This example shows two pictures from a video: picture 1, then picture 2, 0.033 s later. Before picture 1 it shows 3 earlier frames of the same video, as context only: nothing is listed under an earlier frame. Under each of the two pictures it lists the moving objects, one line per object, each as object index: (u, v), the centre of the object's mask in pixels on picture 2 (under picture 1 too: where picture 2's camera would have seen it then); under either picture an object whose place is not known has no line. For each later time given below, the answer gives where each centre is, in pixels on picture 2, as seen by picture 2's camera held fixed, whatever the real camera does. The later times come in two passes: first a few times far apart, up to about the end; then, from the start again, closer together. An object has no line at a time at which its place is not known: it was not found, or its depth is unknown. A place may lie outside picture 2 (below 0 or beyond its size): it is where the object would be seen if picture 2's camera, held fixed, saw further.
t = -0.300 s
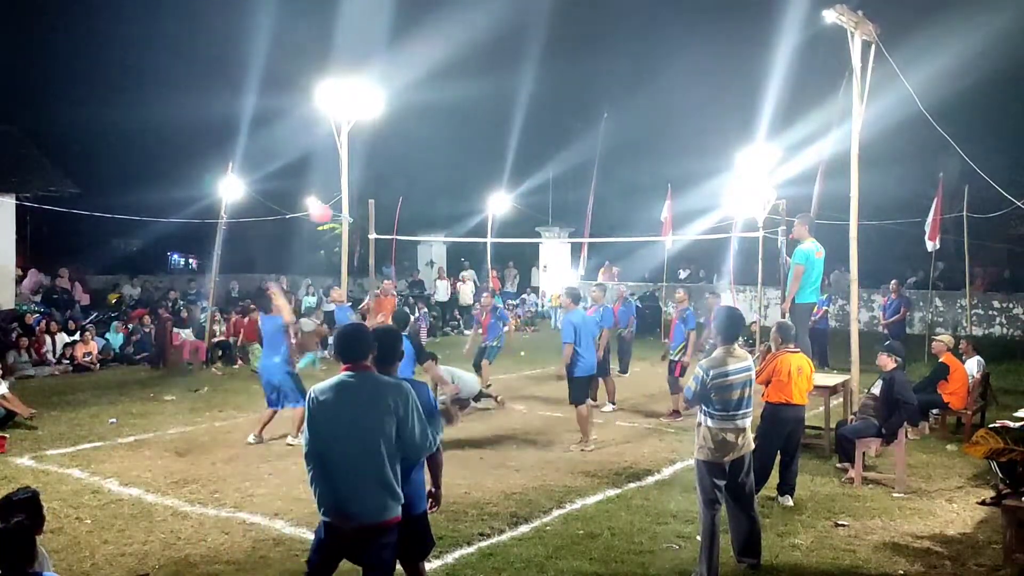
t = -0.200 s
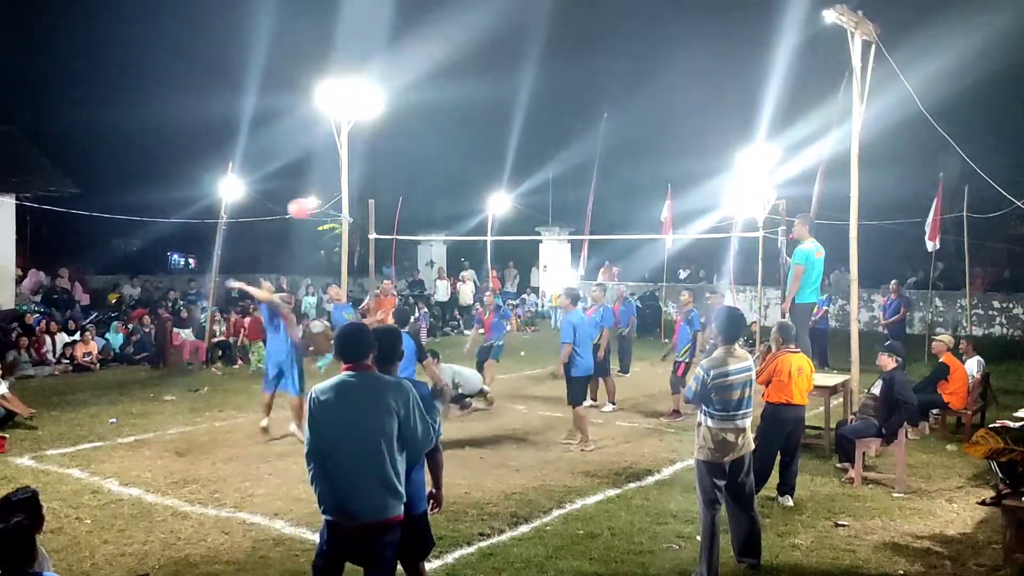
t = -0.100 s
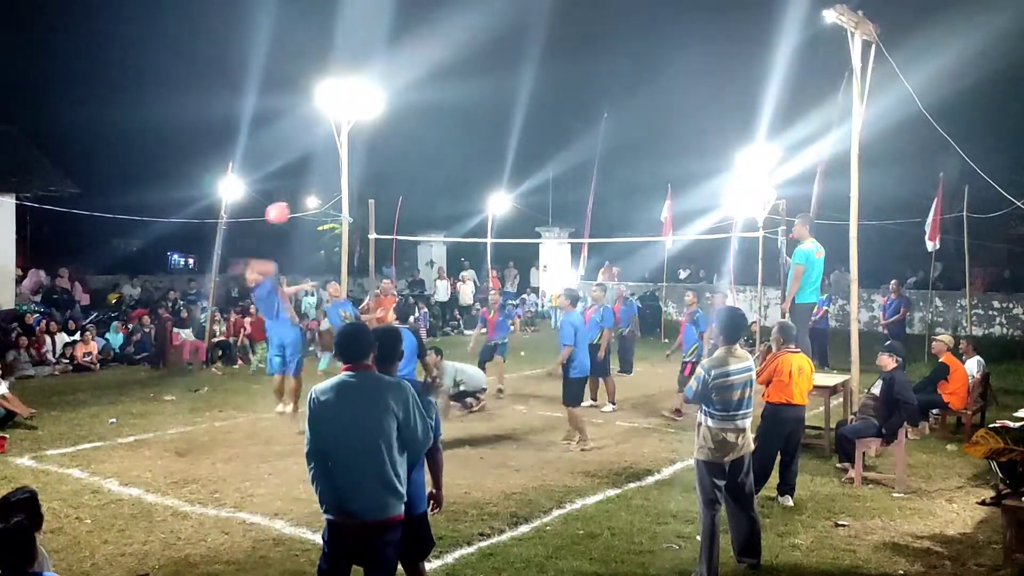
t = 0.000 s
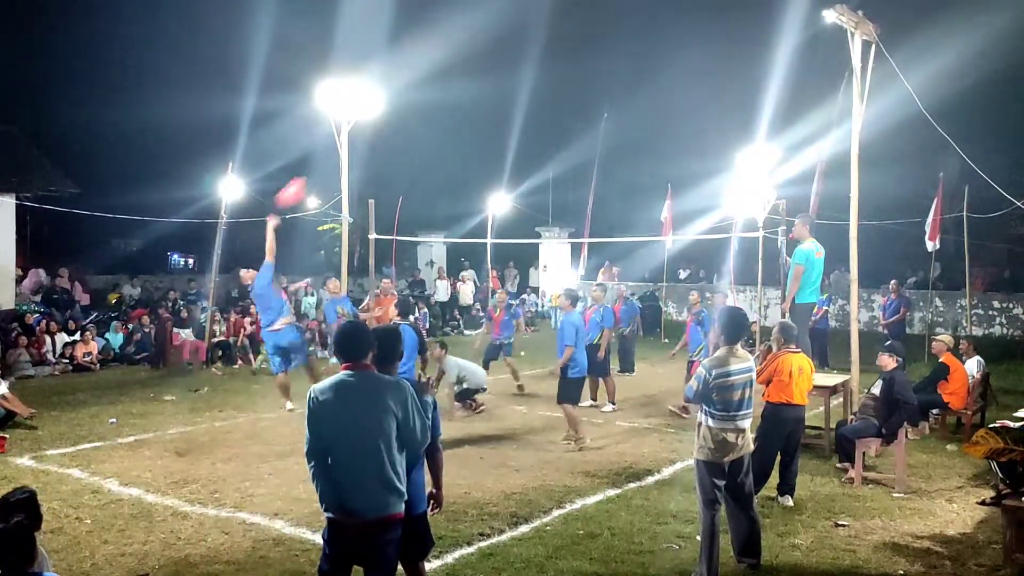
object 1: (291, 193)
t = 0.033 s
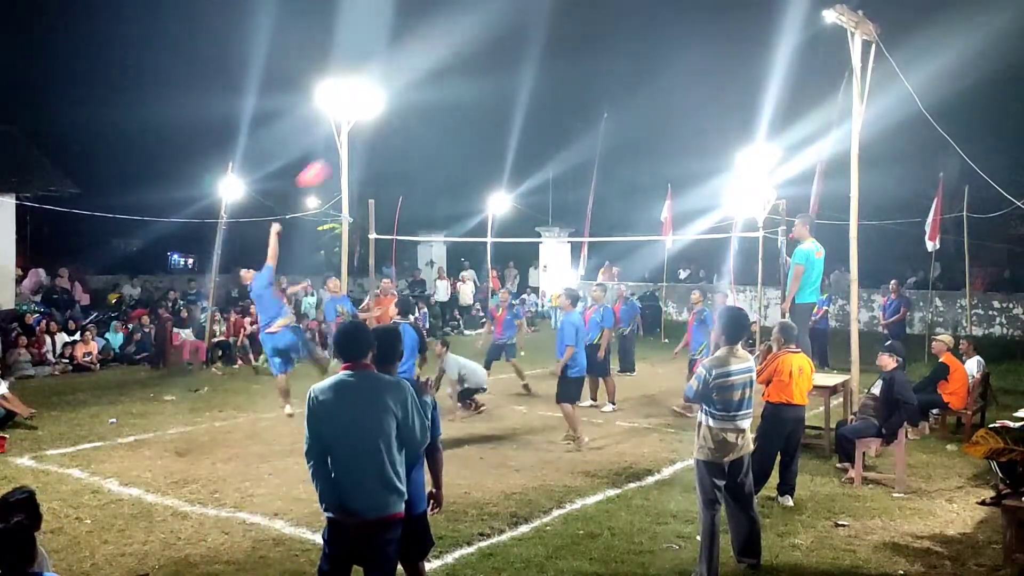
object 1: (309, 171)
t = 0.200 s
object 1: (399, 102)
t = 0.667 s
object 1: (548, 83)
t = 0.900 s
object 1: (593, 125)
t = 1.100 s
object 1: (625, 182)
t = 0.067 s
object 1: (328, 154)
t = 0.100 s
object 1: (355, 136)
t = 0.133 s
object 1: (367, 127)
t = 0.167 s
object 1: (386, 112)
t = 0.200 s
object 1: (399, 102)
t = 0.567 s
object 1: (524, 72)
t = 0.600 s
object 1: (532, 75)
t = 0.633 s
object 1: (540, 79)
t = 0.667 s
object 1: (548, 83)
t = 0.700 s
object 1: (555, 87)
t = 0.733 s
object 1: (560, 90)
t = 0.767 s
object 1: (570, 98)
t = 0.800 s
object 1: (575, 104)
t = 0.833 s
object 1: (582, 110)
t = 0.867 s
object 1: (588, 118)
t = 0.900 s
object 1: (593, 125)
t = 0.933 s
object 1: (599, 133)
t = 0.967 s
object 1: (604, 142)
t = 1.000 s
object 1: (609, 151)
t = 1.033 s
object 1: (615, 161)
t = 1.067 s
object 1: (620, 171)
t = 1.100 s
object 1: (625, 182)
